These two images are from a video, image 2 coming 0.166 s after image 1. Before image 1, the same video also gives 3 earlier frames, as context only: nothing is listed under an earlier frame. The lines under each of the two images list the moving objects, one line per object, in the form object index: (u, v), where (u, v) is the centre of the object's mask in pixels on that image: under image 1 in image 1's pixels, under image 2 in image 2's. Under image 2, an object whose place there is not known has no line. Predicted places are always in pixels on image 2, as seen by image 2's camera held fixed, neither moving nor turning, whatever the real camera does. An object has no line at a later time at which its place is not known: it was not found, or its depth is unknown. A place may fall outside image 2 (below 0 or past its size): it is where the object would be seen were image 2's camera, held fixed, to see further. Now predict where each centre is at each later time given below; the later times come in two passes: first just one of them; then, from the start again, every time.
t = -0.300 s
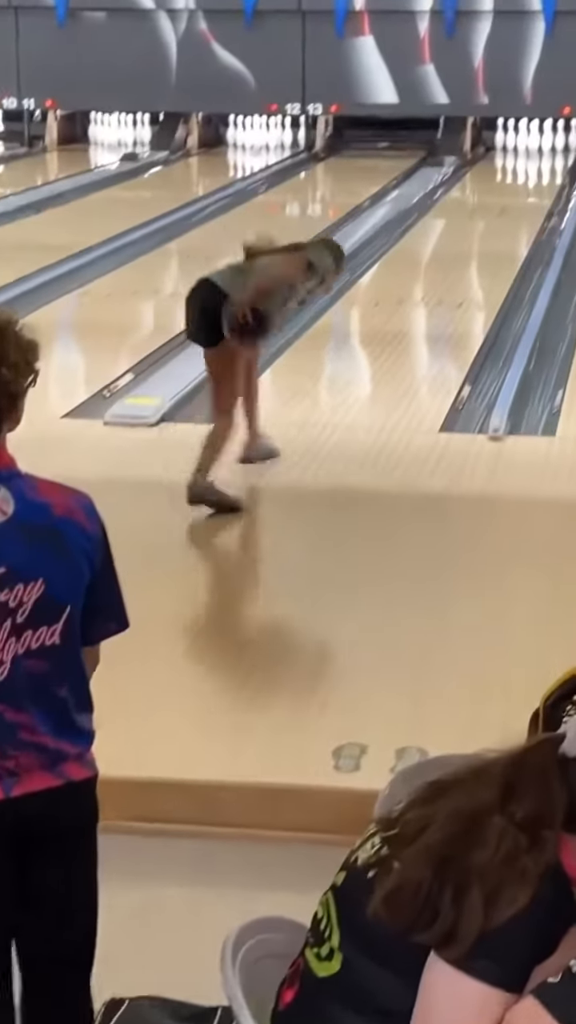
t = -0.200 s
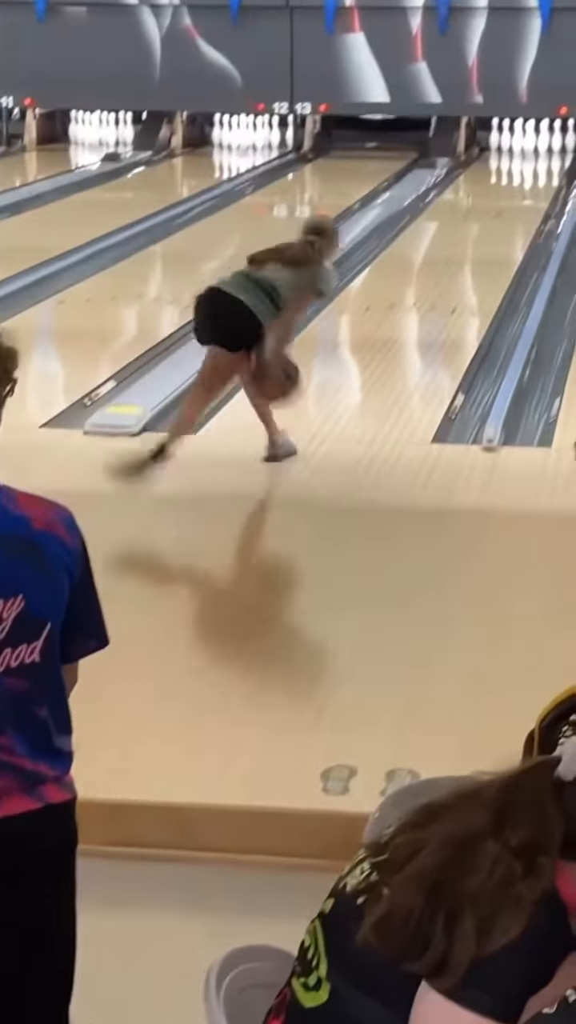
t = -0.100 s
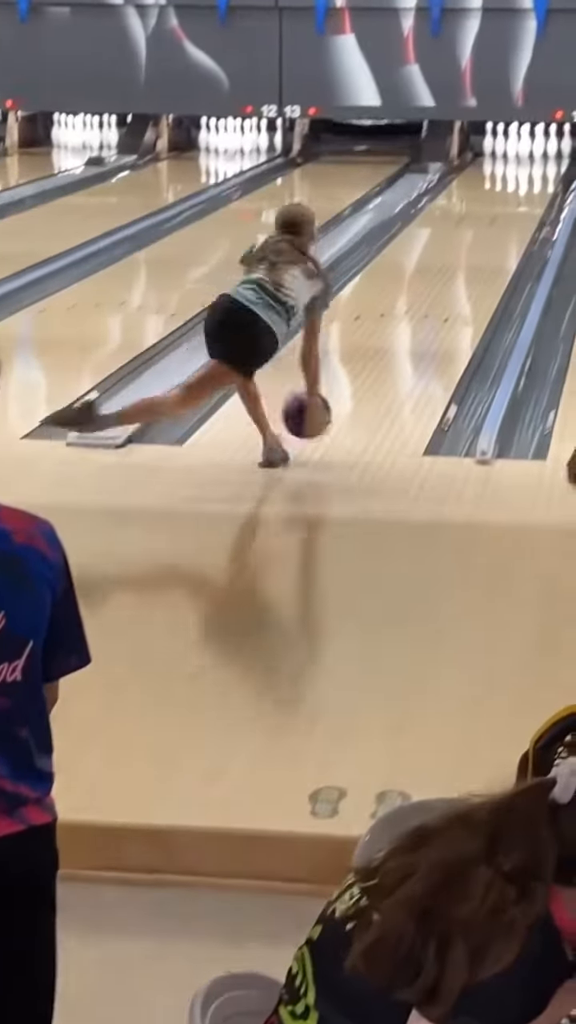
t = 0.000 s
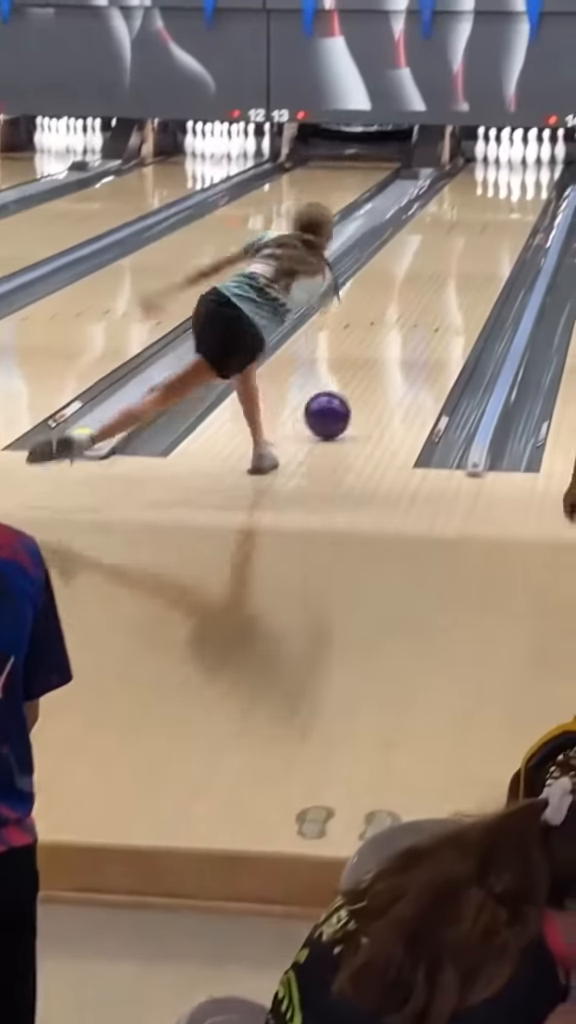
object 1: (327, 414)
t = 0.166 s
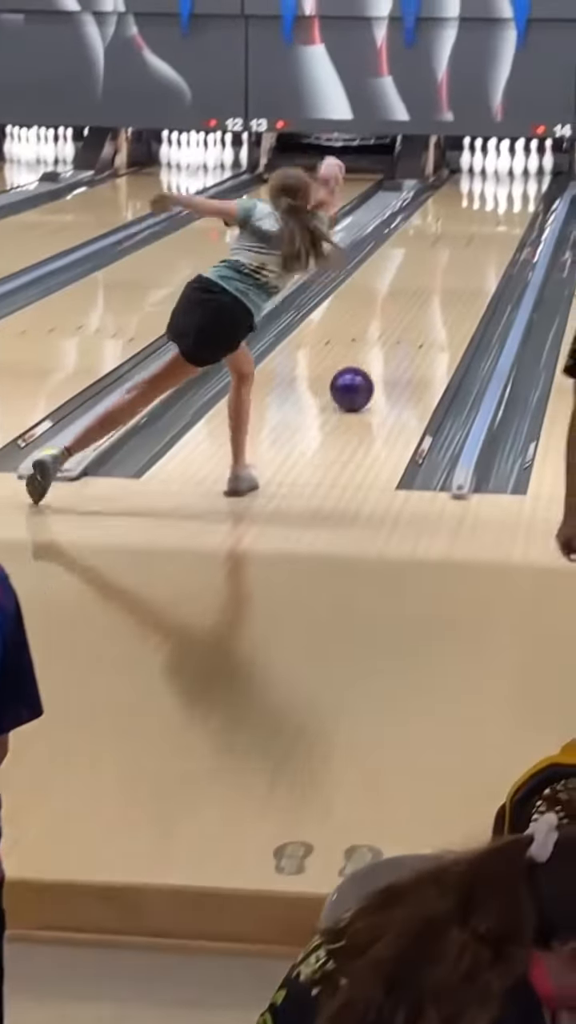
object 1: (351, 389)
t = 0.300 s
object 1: (376, 364)
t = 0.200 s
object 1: (358, 382)
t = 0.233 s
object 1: (364, 376)
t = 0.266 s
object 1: (371, 369)
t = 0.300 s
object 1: (376, 364)
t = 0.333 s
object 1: (382, 359)
